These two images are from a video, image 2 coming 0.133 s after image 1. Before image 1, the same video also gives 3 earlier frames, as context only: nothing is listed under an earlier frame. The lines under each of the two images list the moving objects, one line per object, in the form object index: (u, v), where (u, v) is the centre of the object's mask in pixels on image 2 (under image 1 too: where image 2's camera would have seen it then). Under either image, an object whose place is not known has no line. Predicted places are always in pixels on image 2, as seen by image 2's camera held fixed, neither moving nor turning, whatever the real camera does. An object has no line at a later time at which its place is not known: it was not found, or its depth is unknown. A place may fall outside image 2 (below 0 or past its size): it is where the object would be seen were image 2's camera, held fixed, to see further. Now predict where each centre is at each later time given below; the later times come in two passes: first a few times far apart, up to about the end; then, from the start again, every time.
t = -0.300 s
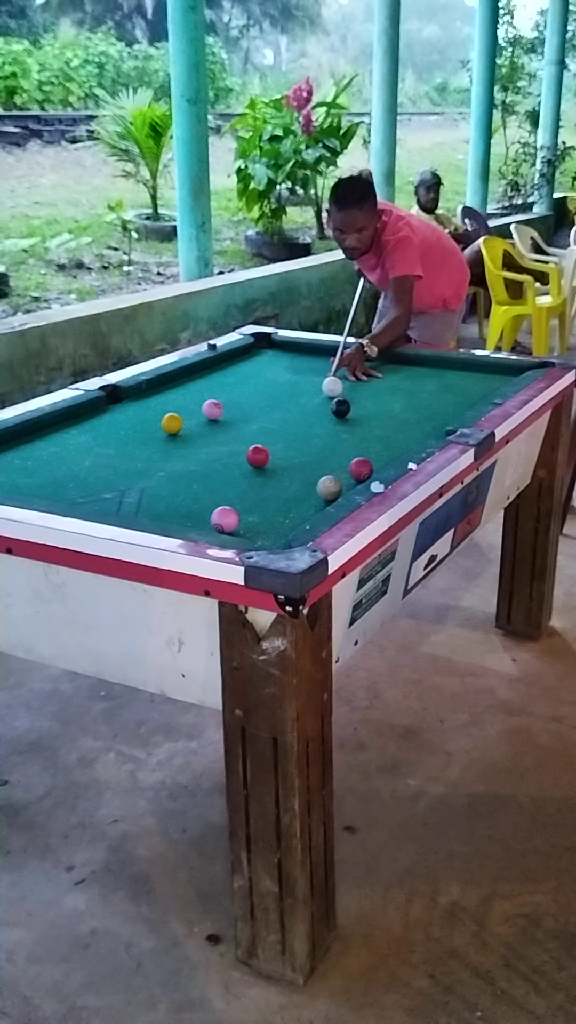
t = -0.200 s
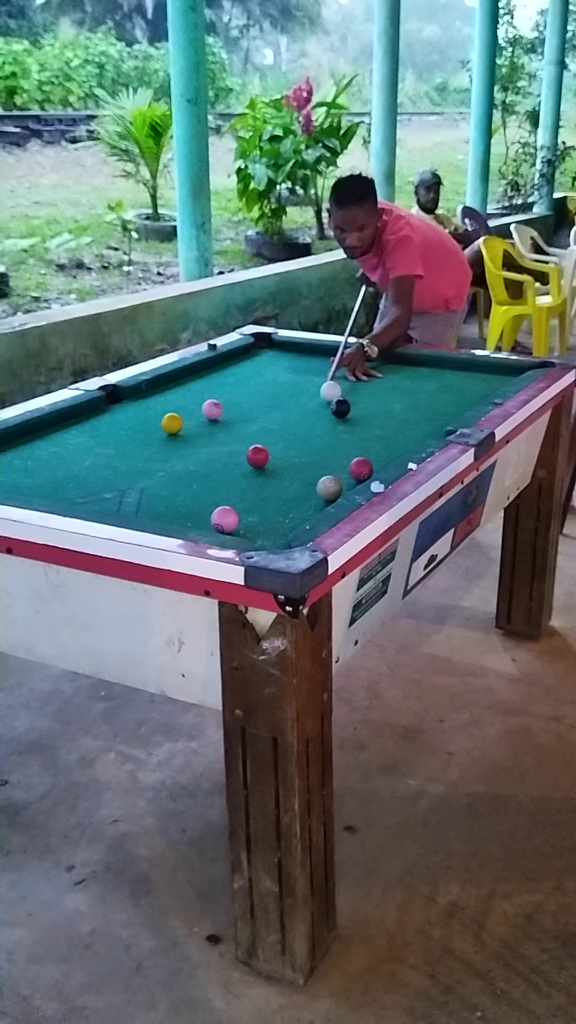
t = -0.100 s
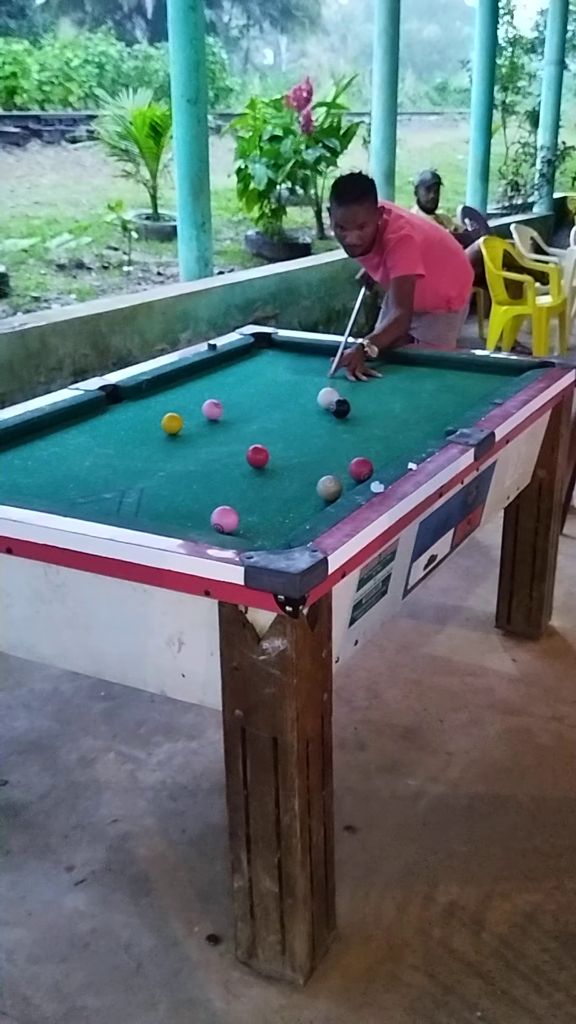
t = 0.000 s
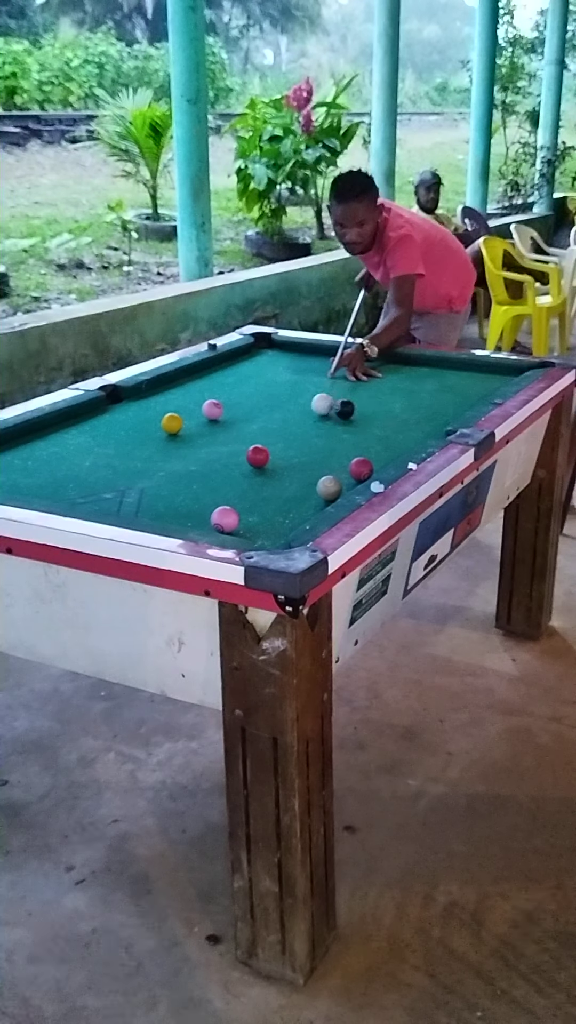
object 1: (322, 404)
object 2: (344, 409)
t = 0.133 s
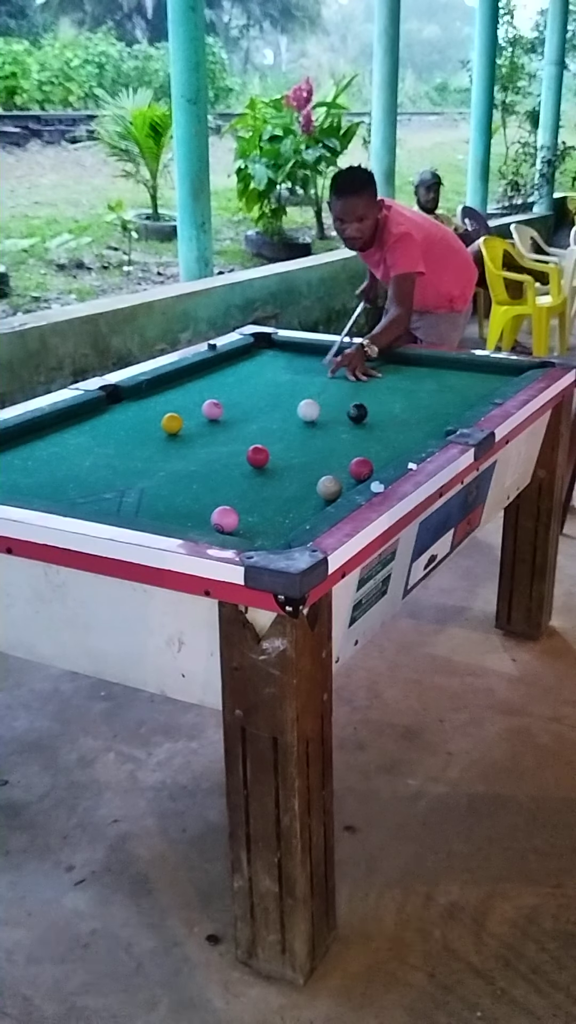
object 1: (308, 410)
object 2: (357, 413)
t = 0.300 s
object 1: (290, 418)
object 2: (373, 417)
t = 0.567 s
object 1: (261, 431)
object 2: (398, 423)
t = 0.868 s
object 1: (228, 445)
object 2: (425, 430)
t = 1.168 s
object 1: (195, 460)
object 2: (421, 434)
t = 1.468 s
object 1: (163, 474)
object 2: (409, 438)
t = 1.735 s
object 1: (135, 487)
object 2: (400, 441)
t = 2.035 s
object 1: (104, 499)
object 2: (393, 442)
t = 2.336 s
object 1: (101, 499)
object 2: (387, 442)
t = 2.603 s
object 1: (117, 493)
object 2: (384, 442)
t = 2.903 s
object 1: (134, 485)
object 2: (385, 442)
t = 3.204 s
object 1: (148, 478)
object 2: (384, 442)
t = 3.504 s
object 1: (160, 472)
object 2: (384, 442)
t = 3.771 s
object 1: (169, 467)
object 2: (384, 442)
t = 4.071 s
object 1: (178, 464)
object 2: (385, 442)
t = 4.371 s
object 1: (184, 460)
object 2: (385, 442)
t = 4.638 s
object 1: (188, 458)
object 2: (385, 442)
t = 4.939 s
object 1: (190, 457)
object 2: (385, 442)
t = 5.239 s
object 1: (191, 456)
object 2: (385, 442)
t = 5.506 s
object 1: (191, 456)
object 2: (385, 443)
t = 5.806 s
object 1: (191, 457)
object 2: (385, 442)
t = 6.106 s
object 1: (191, 457)
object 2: (385, 442)
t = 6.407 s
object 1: (191, 457)
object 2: (384, 442)
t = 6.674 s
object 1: (191, 457)
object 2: (384, 442)
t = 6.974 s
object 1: (191, 456)
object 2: (385, 442)
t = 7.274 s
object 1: (191, 457)
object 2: (384, 442)
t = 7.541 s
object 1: (191, 457)
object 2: (385, 442)
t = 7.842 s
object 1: (191, 457)
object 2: (384, 442)
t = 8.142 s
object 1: (191, 457)
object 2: (384, 442)
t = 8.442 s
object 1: (191, 457)
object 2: (384, 442)
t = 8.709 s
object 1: (191, 457)
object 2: (384, 442)
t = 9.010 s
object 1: (191, 457)
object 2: (384, 442)
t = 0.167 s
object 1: (305, 412)
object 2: (360, 413)
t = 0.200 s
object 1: (301, 414)
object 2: (363, 414)
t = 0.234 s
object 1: (298, 415)
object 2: (366, 415)
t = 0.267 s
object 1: (294, 417)
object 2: (369, 416)
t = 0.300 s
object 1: (290, 418)
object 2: (373, 417)
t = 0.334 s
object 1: (287, 420)
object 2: (376, 417)
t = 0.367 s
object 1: (283, 421)
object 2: (379, 418)
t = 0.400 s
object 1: (279, 423)
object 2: (382, 419)
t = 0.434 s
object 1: (276, 424)
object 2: (385, 420)
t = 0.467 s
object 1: (272, 426)
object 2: (388, 421)
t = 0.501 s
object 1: (269, 427)
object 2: (392, 422)
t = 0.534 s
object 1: (265, 429)
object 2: (395, 422)
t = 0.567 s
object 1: (261, 431)
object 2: (398, 423)
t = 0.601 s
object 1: (258, 432)
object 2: (401, 424)
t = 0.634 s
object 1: (254, 433)
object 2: (404, 425)
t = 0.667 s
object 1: (250, 435)
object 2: (407, 426)
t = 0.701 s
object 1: (247, 436)
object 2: (410, 427)
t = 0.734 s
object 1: (243, 438)
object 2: (413, 427)
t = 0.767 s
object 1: (239, 440)
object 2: (416, 428)
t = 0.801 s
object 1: (236, 442)
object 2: (419, 429)
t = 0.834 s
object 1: (232, 443)
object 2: (422, 430)
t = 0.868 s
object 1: (228, 445)
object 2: (425, 430)
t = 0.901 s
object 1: (224, 446)
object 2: (428, 431)
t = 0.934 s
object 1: (221, 448)
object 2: (430, 431)
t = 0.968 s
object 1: (217, 450)
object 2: (432, 431)
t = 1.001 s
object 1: (214, 452)
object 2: (429, 431)
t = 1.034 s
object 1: (210, 453)
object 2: (428, 432)
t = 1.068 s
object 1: (207, 455)
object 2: (426, 432)
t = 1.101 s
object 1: (203, 456)
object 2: (424, 433)
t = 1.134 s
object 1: (199, 458)
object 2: (423, 433)
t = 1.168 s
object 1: (195, 460)
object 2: (421, 434)
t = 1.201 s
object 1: (192, 461)
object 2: (420, 435)
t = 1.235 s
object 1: (188, 463)
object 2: (418, 435)
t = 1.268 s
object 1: (185, 464)
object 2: (417, 436)
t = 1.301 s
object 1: (181, 466)
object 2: (415, 436)
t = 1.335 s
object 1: (178, 468)
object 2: (414, 437)
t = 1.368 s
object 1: (174, 469)
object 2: (413, 437)
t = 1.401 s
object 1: (170, 471)
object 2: (411, 438)
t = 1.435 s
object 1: (167, 472)
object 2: (410, 438)
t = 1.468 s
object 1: (163, 474)
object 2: (409, 438)
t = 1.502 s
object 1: (159, 476)
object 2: (408, 439)
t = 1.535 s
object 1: (156, 477)
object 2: (407, 439)
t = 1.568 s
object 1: (152, 479)
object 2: (405, 439)
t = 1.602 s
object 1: (149, 480)
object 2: (404, 440)
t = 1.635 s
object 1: (145, 482)
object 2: (403, 440)
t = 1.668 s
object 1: (142, 484)
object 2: (402, 440)
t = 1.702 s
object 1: (139, 485)
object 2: (401, 440)
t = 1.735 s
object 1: (135, 487)
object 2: (400, 441)
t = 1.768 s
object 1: (132, 488)
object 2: (399, 441)
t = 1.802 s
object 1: (128, 490)
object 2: (399, 441)
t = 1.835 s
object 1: (125, 492)
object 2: (398, 441)
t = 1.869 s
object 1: (121, 493)
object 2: (397, 441)
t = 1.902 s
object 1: (118, 495)
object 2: (396, 441)
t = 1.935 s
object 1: (114, 496)
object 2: (395, 441)
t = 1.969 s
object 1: (111, 498)
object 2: (394, 441)
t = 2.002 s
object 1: (108, 499)
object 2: (393, 442)
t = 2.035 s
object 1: (104, 499)
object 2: (393, 442)
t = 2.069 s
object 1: (101, 500)
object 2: (392, 442)
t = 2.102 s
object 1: (98, 501)
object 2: (391, 442)
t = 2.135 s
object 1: (94, 501)
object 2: (390, 442)
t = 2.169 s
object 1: (92, 502)
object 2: (390, 442)
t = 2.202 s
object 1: (93, 501)
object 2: (389, 442)
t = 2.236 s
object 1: (95, 501)
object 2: (389, 442)
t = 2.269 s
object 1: (97, 500)
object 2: (388, 442)
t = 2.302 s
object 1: (99, 500)
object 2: (388, 442)
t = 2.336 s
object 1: (101, 499)
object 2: (387, 442)
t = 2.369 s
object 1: (104, 499)
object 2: (387, 442)
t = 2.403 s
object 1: (106, 498)
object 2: (387, 442)
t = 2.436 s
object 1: (107, 498)
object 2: (386, 442)
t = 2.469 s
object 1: (110, 497)
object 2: (386, 442)
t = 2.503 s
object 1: (111, 496)
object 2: (385, 442)
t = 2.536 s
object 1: (113, 495)
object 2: (385, 442)
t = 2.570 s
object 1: (115, 494)
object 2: (385, 442)
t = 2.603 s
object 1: (117, 493)
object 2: (384, 442)
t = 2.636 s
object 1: (119, 492)
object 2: (384, 442)
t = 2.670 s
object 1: (121, 491)
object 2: (384, 442)
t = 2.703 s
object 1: (123, 490)
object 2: (384, 442)
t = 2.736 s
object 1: (125, 489)
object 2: (384, 442)
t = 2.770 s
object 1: (127, 488)
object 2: (384, 442)
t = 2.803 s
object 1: (129, 487)
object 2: (384, 442)
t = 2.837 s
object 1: (131, 487)
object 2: (384, 442)
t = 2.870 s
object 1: (132, 486)
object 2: (385, 442)
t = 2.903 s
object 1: (134, 485)
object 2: (385, 442)
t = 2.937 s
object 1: (136, 484)
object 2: (385, 442)
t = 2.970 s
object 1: (138, 483)
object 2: (385, 442)
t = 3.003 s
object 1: (139, 482)
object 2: (384, 442)
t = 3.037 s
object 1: (141, 482)
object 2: (384, 442)
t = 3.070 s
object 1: (142, 481)
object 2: (384, 442)
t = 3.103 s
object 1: (144, 480)
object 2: (385, 442)
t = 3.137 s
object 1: (145, 479)
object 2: (385, 442)
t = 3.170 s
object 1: (147, 479)
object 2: (385, 442)
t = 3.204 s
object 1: (148, 478)
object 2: (384, 442)
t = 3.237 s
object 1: (150, 477)
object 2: (384, 442)
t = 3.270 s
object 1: (151, 476)
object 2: (385, 442)
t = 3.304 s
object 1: (153, 476)
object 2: (384, 442)
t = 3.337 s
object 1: (154, 475)
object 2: (384, 442)
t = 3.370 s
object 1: (155, 474)
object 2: (385, 442)
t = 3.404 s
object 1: (157, 474)
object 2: (385, 442)
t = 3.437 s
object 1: (158, 473)
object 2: (384, 442)
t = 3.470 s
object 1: (159, 473)
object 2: (384, 442)
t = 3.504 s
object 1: (160, 472)
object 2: (384, 442)
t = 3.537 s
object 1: (161, 471)
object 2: (384, 443)
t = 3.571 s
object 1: (163, 471)
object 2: (384, 442)
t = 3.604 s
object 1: (164, 470)
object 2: (384, 442)
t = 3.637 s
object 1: (165, 470)
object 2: (384, 442)
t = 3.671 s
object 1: (166, 469)
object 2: (384, 442)
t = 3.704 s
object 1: (167, 468)
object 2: (384, 442)
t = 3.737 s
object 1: (168, 468)
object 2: (384, 442)
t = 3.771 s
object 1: (169, 467)
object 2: (384, 442)
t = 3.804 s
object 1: (170, 467)
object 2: (384, 442)
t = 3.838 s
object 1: (171, 467)
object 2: (384, 442)
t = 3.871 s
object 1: (172, 466)
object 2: (384, 442)
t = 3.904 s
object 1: (173, 466)
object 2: (384, 442)
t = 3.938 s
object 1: (174, 465)
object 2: (384, 443)
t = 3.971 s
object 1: (175, 465)
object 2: (384, 442)
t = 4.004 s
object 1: (176, 464)
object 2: (384, 443)
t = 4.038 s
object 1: (177, 464)
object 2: (384, 443)
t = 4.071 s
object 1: (178, 464)
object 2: (385, 442)
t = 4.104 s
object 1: (178, 463)
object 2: (384, 442)
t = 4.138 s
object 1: (179, 462)
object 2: (384, 442)
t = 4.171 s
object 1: (180, 462)
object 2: (384, 442)
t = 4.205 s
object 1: (181, 462)
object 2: (384, 442)
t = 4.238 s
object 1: (181, 461)
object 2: (384, 442)
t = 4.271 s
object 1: (182, 461)
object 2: (384, 443)
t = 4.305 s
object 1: (183, 461)
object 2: (384, 442)
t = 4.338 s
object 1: (183, 460)
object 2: (385, 443)
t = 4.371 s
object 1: (184, 460)
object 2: (385, 442)
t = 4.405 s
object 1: (184, 460)
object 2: (385, 442)
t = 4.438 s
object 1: (185, 460)
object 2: (385, 442)
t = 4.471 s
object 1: (186, 460)
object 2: (385, 442)
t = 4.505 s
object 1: (186, 459)
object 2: (385, 442)
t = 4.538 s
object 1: (187, 459)
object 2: (385, 442)
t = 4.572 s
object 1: (187, 459)
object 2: (385, 442)
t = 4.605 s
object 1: (188, 459)
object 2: (385, 443)
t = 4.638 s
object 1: (188, 458)
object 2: (385, 442)
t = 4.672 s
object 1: (188, 458)
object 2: (385, 442)
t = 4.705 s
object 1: (189, 458)
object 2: (384, 442)
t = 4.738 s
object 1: (189, 458)
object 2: (384, 442)
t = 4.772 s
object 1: (189, 458)
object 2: (384, 442)
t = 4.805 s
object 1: (190, 457)
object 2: (385, 442)
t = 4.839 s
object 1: (190, 457)
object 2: (385, 442)
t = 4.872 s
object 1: (190, 457)
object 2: (385, 442)
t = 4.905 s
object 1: (190, 457)
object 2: (384, 442)
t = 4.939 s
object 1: (190, 457)
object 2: (385, 442)
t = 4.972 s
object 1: (191, 457)
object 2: (384, 442)
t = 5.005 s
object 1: (191, 457)
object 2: (384, 442)
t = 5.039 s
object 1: (191, 457)
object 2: (384, 442)
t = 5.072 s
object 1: (191, 457)
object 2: (385, 442)
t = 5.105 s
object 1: (191, 457)
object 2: (384, 442)
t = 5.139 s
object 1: (191, 457)
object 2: (385, 442)
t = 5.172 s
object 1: (191, 457)
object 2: (384, 442)
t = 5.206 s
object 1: (191, 457)
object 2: (385, 442)
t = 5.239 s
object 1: (191, 456)
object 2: (385, 442)
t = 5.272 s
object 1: (191, 457)
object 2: (385, 442)
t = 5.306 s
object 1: (191, 456)
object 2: (384, 442)
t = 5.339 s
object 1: (191, 456)
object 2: (384, 442)
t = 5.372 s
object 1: (191, 456)
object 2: (384, 442)
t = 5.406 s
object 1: (191, 456)
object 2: (385, 442)
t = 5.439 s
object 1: (191, 456)
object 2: (385, 442)
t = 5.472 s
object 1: (191, 457)
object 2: (385, 442)
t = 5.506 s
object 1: (191, 456)
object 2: (385, 443)
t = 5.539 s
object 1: (191, 457)
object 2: (385, 442)
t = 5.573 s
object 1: (191, 457)
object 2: (384, 442)
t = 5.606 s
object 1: (191, 457)
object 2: (385, 443)
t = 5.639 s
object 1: (191, 457)
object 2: (385, 443)
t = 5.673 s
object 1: (191, 457)
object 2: (385, 442)
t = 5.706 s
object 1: (191, 457)
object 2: (385, 442)
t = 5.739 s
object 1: (191, 457)
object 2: (385, 442)
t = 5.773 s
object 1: (191, 457)
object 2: (385, 442)
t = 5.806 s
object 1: (191, 457)
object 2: (385, 442)
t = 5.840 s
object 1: (191, 457)
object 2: (385, 442)
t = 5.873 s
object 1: (191, 457)
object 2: (385, 442)
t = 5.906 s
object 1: (191, 457)
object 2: (385, 442)
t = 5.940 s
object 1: (191, 456)
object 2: (385, 442)
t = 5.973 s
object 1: (191, 457)
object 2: (385, 442)
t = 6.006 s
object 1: (191, 457)
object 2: (385, 442)
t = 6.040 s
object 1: (191, 457)
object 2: (385, 442)
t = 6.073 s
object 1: (191, 457)
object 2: (385, 442)
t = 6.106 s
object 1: (191, 457)
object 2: (385, 442)
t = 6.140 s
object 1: (191, 457)
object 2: (385, 442)
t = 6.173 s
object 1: (191, 457)
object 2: (384, 442)
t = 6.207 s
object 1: (191, 457)
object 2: (385, 442)
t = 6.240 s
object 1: (191, 457)
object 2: (385, 442)
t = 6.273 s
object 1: (191, 457)
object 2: (385, 442)
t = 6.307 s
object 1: (191, 457)
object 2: (385, 442)
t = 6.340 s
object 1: (191, 457)
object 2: (384, 442)
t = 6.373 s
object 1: (191, 457)
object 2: (384, 442)
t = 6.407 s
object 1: (191, 457)
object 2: (384, 442)
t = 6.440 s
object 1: (191, 457)
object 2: (385, 442)
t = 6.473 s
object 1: (191, 457)
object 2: (384, 442)
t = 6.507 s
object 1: (191, 456)
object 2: (384, 442)
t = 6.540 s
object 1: (191, 457)
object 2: (384, 442)
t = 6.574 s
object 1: (191, 457)
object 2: (385, 442)
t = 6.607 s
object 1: (191, 457)
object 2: (384, 442)
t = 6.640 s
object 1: (191, 457)
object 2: (385, 442)
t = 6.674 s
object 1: (191, 457)
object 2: (384, 442)
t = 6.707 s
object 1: (191, 456)
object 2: (385, 442)
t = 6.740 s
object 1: (191, 457)
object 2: (384, 442)
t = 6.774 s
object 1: (191, 456)
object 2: (385, 442)
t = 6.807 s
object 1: (191, 457)
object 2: (385, 442)
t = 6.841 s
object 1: (191, 457)
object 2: (384, 442)
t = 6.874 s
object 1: (191, 457)
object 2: (384, 442)
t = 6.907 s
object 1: (191, 457)
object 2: (384, 442)
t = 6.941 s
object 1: (191, 457)
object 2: (385, 442)
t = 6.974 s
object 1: (191, 456)
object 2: (385, 442)
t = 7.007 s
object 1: (191, 456)
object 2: (385, 442)
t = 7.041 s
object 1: (191, 456)
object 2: (384, 442)
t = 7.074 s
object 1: (191, 457)
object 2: (384, 442)
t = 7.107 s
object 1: (191, 457)
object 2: (384, 442)
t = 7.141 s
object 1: (191, 457)
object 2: (384, 442)
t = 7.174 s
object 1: (191, 457)
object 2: (385, 442)
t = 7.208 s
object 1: (191, 457)
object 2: (384, 442)
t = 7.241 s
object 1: (191, 457)
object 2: (385, 442)
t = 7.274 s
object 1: (191, 457)
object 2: (384, 442)
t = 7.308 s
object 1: (191, 457)
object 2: (385, 442)
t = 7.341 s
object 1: (191, 457)
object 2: (385, 442)
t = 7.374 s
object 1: (191, 457)
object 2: (385, 442)
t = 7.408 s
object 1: (191, 457)
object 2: (385, 442)
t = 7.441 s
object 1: (191, 457)
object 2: (385, 442)
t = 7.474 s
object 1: (191, 457)
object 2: (385, 442)
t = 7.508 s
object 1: (191, 457)
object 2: (385, 442)
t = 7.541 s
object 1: (191, 457)
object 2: (385, 442)
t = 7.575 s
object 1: (191, 457)
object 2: (385, 442)
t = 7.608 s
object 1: (191, 457)
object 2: (385, 442)
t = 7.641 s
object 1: (191, 457)
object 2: (385, 442)
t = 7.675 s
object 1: (191, 457)
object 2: (385, 442)
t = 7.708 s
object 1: (191, 457)
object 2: (384, 442)
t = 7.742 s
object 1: (191, 457)
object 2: (385, 442)
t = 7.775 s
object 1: (191, 457)
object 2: (385, 443)
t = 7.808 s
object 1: (191, 457)
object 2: (384, 442)
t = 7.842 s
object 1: (191, 457)
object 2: (384, 442)
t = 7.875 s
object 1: (191, 457)
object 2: (384, 442)
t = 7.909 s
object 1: (191, 457)
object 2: (384, 442)
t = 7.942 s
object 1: (191, 457)
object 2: (385, 442)
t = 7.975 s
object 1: (191, 457)
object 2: (384, 442)
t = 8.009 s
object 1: (191, 457)
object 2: (384, 442)
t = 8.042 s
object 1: (191, 457)
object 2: (384, 442)
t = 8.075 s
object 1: (191, 457)
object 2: (384, 442)
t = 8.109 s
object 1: (191, 457)
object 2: (384, 442)
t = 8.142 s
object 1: (191, 457)
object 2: (384, 442)
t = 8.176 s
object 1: (191, 457)
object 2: (384, 442)
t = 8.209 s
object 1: (191, 457)
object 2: (384, 442)
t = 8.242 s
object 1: (191, 457)
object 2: (384, 442)
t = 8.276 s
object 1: (191, 457)
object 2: (384, 442)
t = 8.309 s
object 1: (191, 457)
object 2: (384, 442)
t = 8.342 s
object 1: (191, 457)
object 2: (384, 442)
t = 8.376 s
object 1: (191, 457)
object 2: (384, 442)
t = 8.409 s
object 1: (191, 457)
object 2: (384, 442)
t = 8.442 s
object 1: (191, 457)
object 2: (384, 442)
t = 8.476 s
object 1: (191, 457)
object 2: (384, 442)
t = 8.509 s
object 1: (191, 457)
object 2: (384, 442)
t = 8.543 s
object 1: (191, 457)
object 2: (384, 442)
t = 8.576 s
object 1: (191, 457)
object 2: (384, 442)
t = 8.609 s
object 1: (191, 457)
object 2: (384, 442)
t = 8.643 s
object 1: (191, 457)
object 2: (385, 442)
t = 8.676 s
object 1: (191, 457)
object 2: (385, 442)
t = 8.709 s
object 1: (191, 457)
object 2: (384, 442)
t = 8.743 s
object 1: (191, 457)
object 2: (384, 442)
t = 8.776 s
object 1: (191, 457)
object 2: (384, 442)
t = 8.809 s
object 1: (191, 457)
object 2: (385, 442)
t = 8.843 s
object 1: (191, 457)
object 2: (384, 442)
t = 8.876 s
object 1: (191, 457)
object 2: (384, 442)
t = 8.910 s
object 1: (191, 457)
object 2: (385, 442)
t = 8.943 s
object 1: (191, 457)
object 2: (384, 442)
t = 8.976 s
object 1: (191, 457)
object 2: (384, 442)
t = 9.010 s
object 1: (191, 457)
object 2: (384, 442)
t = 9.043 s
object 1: (191, 457)
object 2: (384, 442)
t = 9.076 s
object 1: (191, 457)
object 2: (384, 442)
